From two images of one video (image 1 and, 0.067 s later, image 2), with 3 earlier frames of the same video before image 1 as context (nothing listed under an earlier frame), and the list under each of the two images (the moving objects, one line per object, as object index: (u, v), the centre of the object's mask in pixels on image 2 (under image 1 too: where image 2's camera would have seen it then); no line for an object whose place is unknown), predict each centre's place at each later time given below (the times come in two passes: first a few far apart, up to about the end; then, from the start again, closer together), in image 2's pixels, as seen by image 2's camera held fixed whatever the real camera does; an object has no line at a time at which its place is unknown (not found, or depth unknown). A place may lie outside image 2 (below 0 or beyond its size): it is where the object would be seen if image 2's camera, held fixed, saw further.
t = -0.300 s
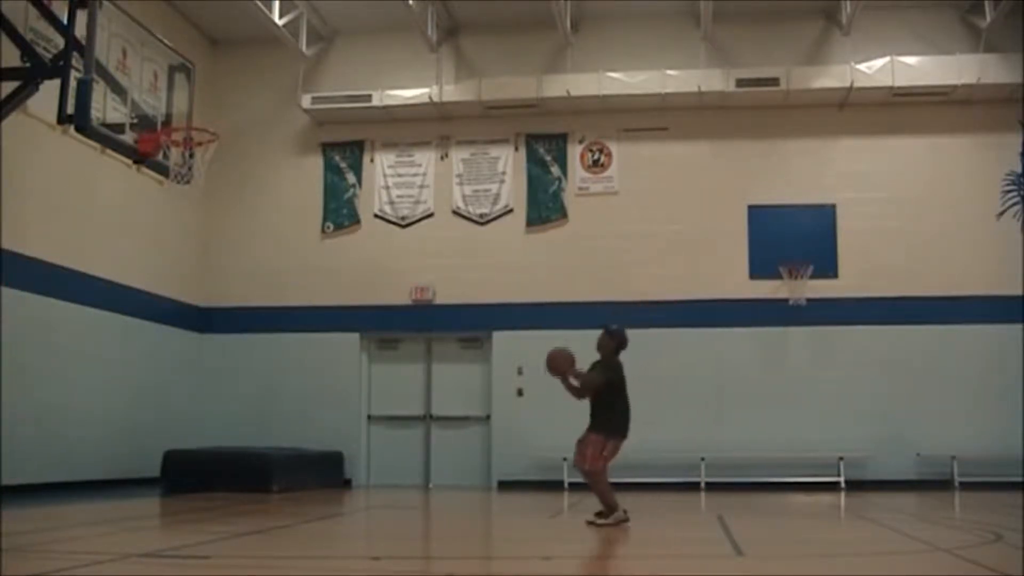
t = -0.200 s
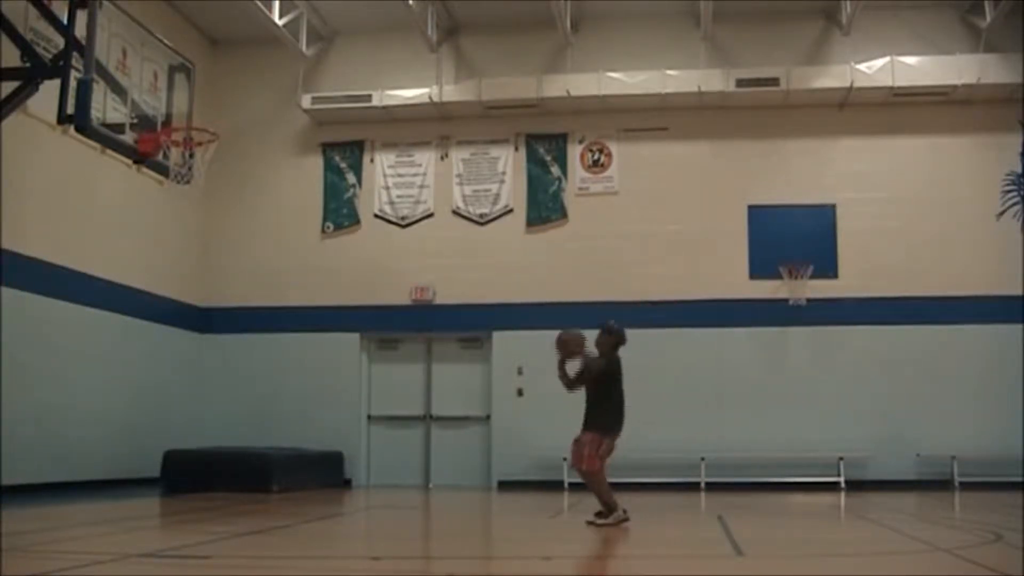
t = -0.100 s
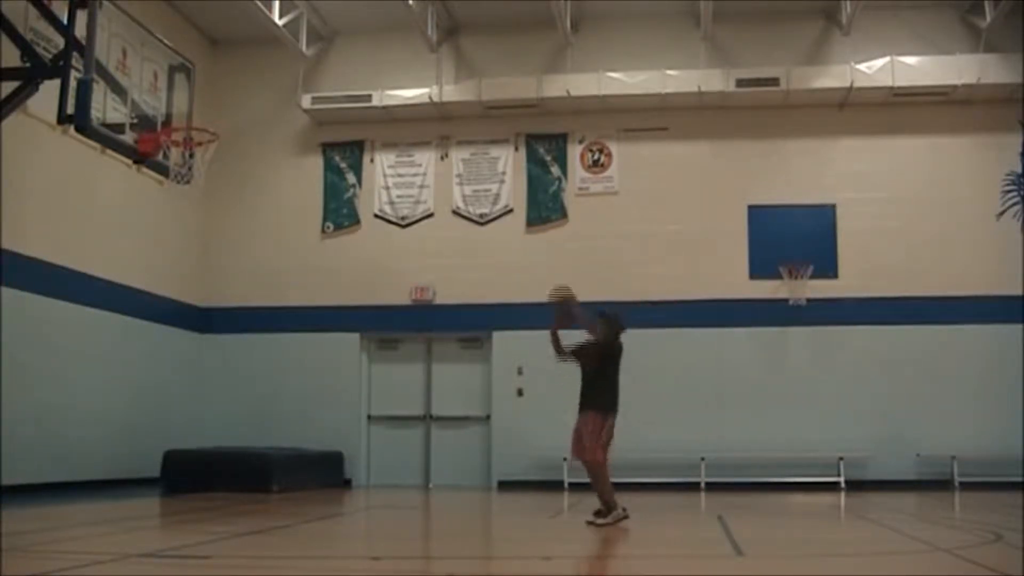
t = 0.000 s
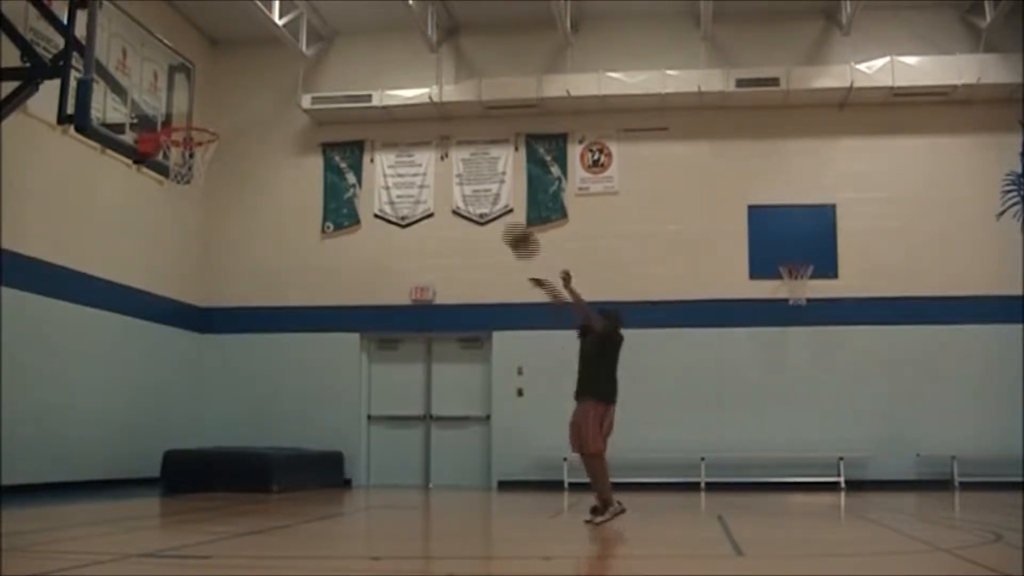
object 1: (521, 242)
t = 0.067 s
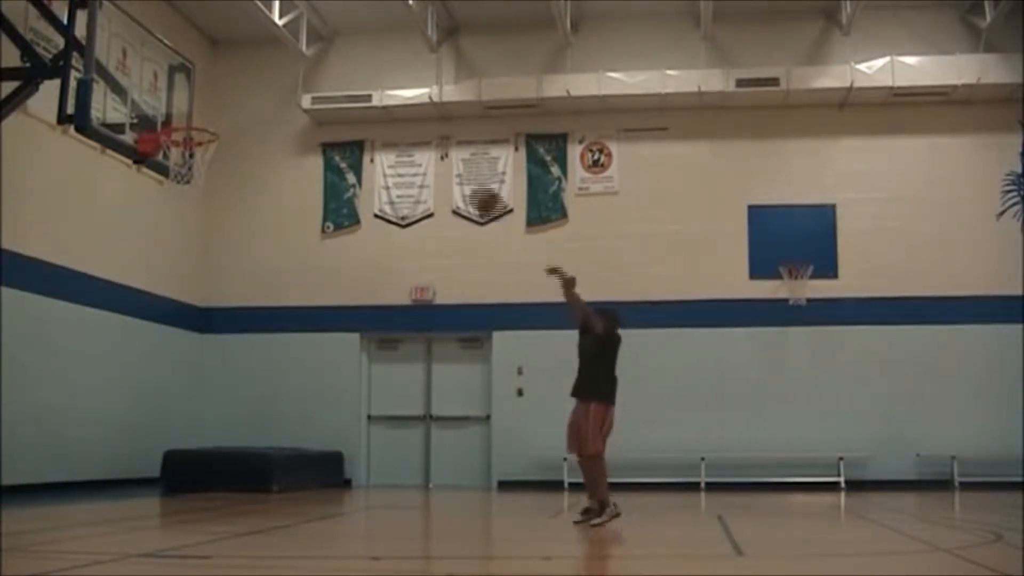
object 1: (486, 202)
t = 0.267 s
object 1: (392, 128)
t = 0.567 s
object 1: (255, 102)
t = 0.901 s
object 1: (210, 177)
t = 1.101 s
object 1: (230, 228)
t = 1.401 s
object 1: (257, 400)
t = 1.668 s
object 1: (279, 430)
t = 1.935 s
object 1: (296, 337)
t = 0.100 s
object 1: (471, 187)
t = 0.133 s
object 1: (455, 171)
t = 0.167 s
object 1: (439, 159)
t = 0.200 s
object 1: (425, 147)
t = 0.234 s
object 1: (408, 137)
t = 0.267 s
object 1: (392, 128)
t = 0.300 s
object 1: (377, 118)
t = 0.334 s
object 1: (361, 113)
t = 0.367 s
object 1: (344, 105)
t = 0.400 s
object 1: (330, 102)
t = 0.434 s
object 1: (314, 100)
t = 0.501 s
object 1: (284, 99)
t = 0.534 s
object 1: (270, 100)
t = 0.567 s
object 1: (255, 102)
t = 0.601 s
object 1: (240, 107)
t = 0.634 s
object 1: (224, 112)
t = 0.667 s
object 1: (210, 118)
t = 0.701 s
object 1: (196, 125)
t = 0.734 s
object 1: (179, 137)
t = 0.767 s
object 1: (178, 142)
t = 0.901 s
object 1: (210, 177)
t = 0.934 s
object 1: (214, 182)
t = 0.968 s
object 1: (216, 187)
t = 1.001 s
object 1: (220, 196)
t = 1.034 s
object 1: (224, 205)
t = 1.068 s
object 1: (227, 216)
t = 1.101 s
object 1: (230, 228)
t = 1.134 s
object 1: (233, 241)
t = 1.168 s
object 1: (236, 256)
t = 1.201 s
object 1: (239, 273)
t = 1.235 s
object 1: (242, 290)
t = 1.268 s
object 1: (244, 300)
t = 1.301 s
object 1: (249, 330)
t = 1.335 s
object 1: (251, 353)
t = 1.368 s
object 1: (254, 376)
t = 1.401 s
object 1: (257, 400)
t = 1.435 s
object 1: (260, 425)
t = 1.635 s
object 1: (277, 455)
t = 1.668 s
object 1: (279, 430)
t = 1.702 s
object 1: (281, 415)
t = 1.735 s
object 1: (283, 399)
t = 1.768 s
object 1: (286, 385)
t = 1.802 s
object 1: (288, 373)
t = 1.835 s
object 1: (290, 362)
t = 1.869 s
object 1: (292, 352)
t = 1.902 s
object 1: (294, 344)
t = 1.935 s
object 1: (296, 337)
